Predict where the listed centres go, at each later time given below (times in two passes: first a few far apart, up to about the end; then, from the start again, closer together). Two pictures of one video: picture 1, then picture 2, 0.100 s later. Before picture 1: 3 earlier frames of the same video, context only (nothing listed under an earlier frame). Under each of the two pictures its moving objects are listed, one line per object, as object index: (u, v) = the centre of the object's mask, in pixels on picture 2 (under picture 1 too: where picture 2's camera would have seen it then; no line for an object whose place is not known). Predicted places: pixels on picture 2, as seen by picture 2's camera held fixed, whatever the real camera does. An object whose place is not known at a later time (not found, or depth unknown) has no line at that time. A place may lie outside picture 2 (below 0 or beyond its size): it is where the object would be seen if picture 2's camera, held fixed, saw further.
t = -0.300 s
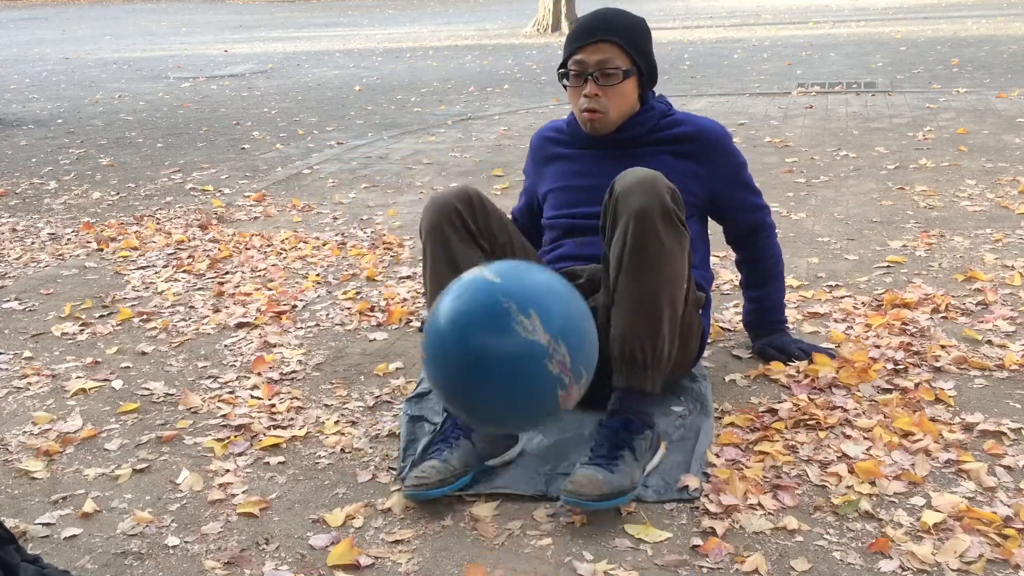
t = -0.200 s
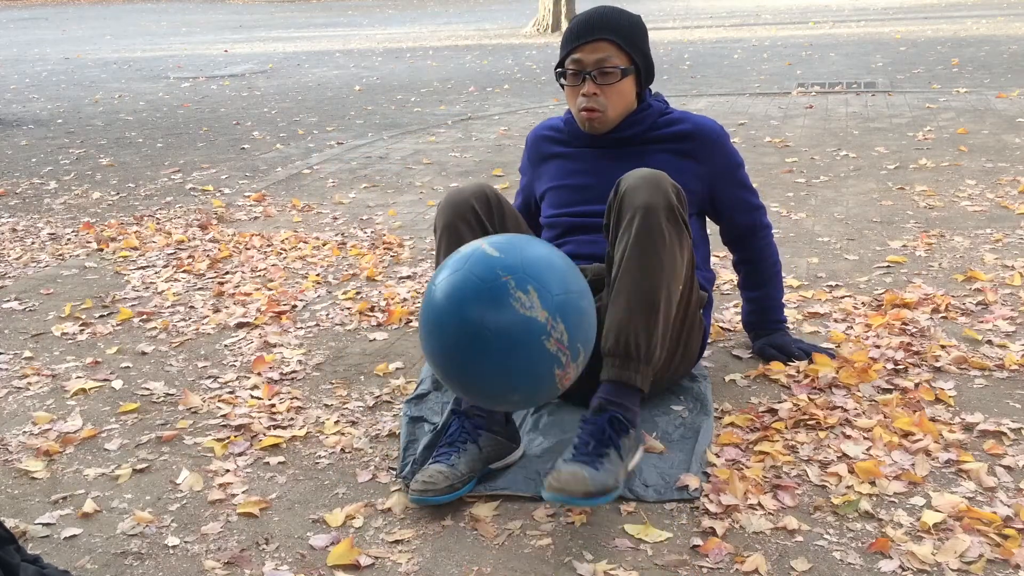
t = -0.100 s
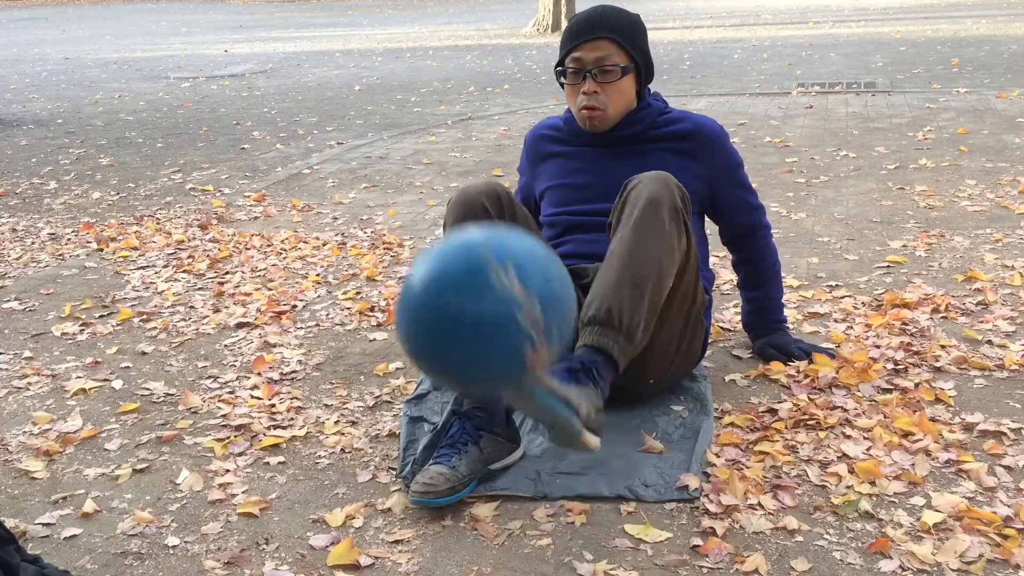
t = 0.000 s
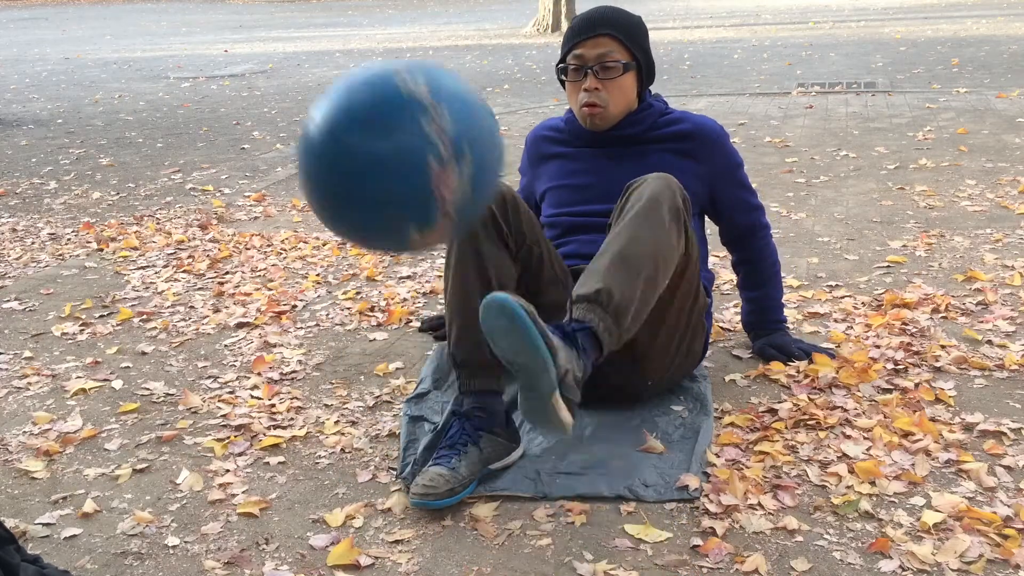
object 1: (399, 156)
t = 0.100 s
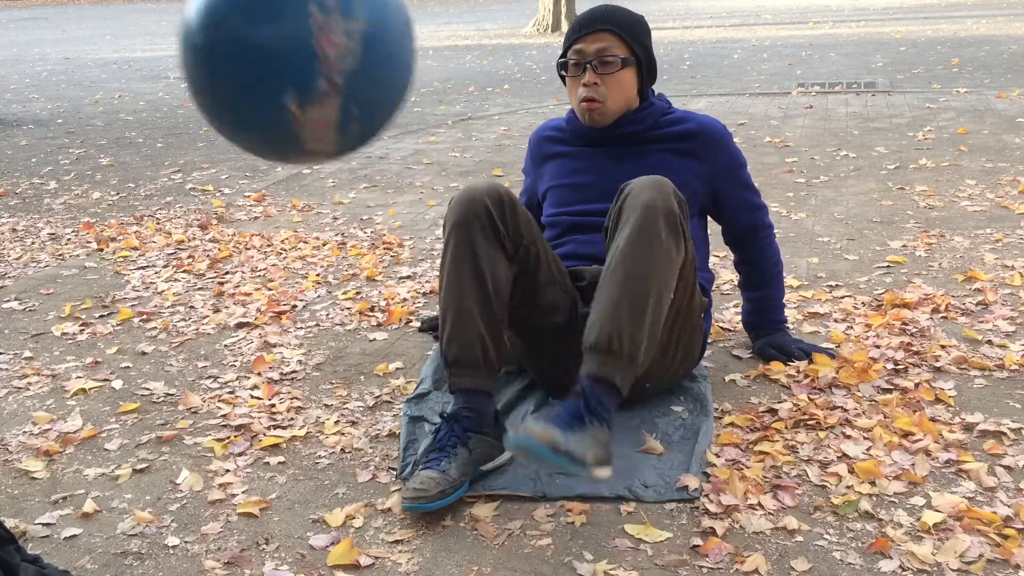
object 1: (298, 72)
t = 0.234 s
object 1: (144, 75)
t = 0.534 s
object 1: (35, 333)
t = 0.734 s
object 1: (55, 392)
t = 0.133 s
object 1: (261, 65)
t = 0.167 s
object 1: (223, 63)
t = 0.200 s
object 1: (184, 66)
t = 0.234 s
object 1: (144, 75)
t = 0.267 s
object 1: (116, 94)
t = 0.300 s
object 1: (94, 123)
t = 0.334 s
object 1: (74, 178)
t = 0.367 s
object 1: (58, 255)
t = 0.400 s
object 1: (44, 351)
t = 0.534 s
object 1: (35, 333)
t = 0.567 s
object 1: (35, 320)
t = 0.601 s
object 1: (38, 314)
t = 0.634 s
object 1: (41, 320)
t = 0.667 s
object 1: (46, 335)
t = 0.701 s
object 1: (50, 359)
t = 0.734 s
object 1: (55, 392)
